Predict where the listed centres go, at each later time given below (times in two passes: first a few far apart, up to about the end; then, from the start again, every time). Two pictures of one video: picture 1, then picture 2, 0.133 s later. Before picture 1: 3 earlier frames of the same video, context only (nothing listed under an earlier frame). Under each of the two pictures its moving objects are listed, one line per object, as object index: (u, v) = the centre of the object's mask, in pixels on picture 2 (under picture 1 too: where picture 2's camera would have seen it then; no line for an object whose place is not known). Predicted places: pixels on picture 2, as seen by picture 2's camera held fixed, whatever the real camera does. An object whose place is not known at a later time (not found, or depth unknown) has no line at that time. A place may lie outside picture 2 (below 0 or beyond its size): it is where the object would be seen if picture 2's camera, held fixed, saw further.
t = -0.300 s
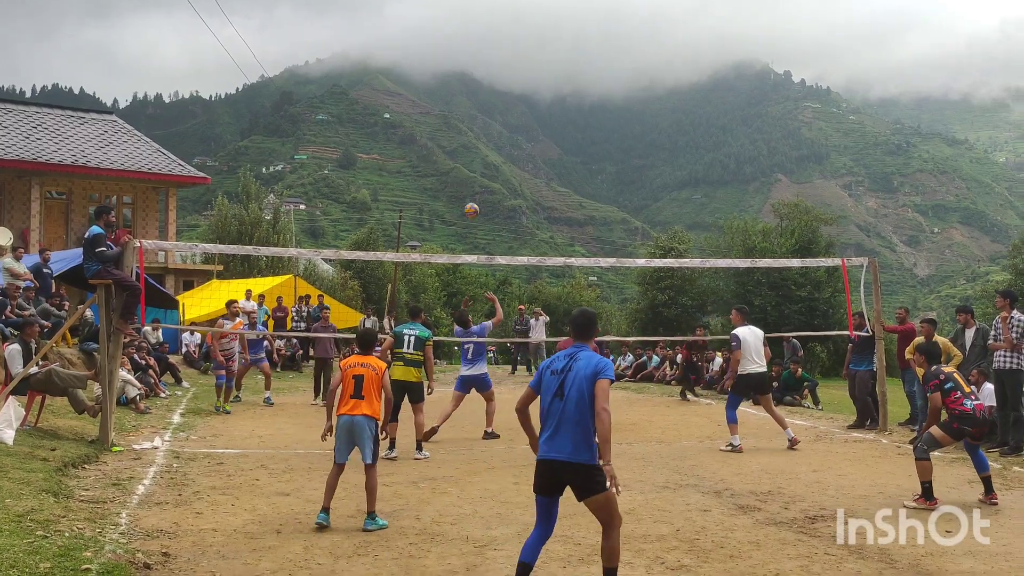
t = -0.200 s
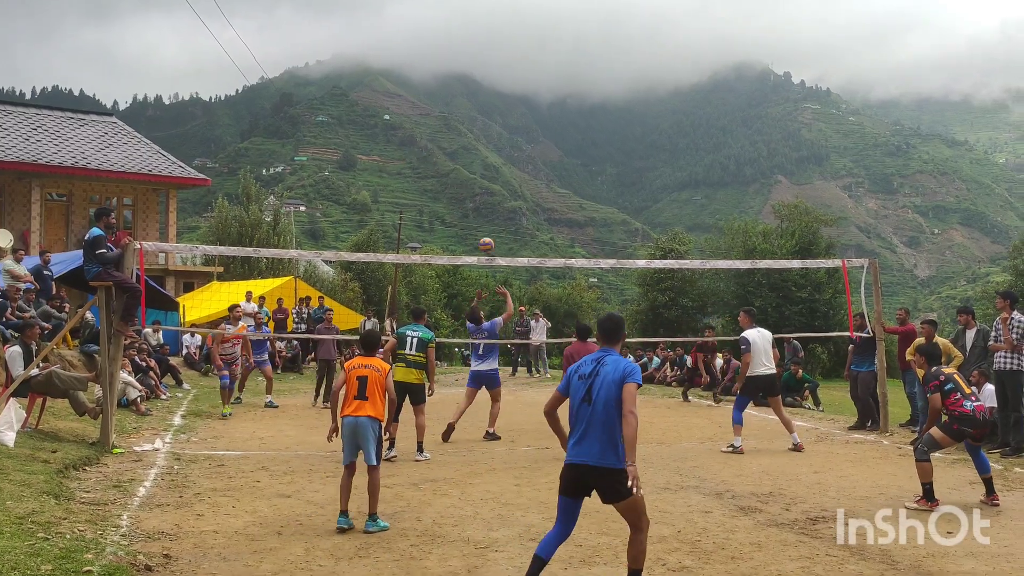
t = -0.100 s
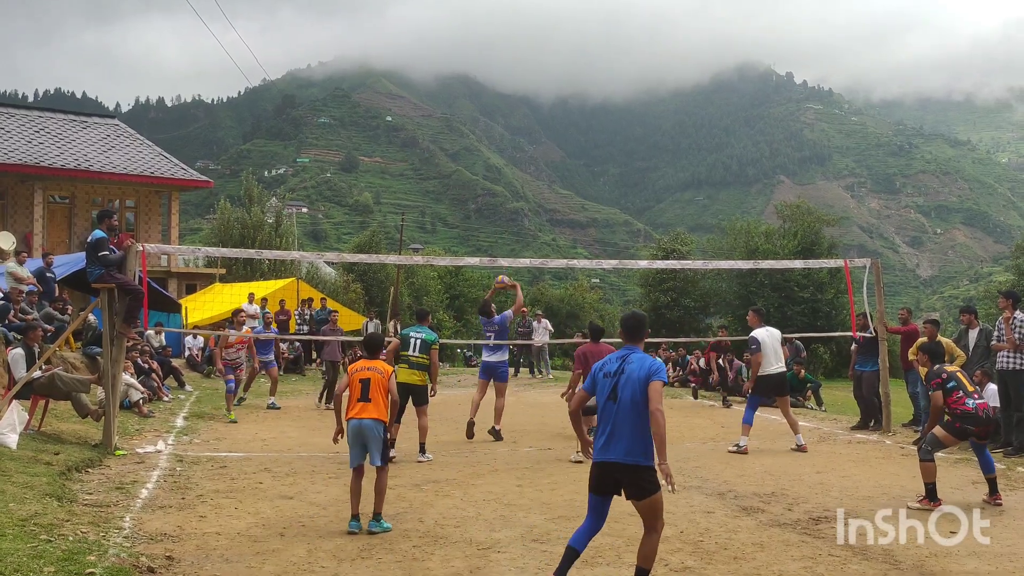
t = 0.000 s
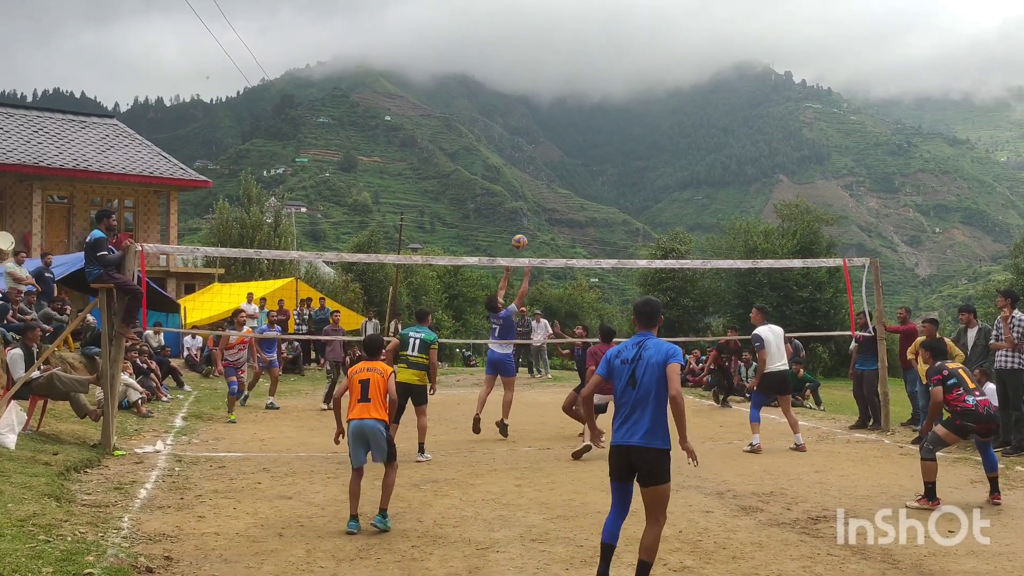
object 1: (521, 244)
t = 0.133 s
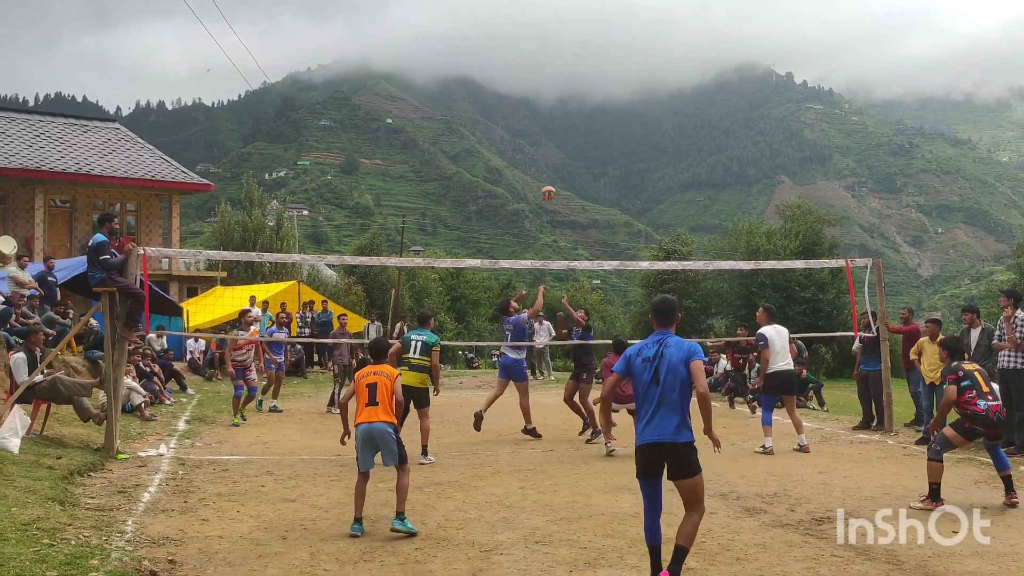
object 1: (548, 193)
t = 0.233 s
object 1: (568, 164)
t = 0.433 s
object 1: (608, 128)
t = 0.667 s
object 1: (654, 123)
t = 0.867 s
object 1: (693, 148)
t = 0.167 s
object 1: (555, 183)
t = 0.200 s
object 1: (561, 173)
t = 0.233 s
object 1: (568, 164)
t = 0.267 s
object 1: (575, 156)
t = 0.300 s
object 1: (581, 149)
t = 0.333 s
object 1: (588, 142)
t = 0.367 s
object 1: (594, 137)
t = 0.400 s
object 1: (600, 132)
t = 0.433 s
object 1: (608, 128)
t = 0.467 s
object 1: (614, 125)
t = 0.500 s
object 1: (621, 123)
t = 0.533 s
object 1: (627, 121)
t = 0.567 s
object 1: (634, 121)
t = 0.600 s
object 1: (641, 121)
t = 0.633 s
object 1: (647, 121)
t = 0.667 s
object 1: (654, 123)
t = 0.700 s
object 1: (660, 125)
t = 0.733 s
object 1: (666, 128)
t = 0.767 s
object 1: (673, 132)
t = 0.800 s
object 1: (680, 136)
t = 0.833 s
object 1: (687, 141)
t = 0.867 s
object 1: (693, 148)
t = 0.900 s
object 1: (699, 154)
